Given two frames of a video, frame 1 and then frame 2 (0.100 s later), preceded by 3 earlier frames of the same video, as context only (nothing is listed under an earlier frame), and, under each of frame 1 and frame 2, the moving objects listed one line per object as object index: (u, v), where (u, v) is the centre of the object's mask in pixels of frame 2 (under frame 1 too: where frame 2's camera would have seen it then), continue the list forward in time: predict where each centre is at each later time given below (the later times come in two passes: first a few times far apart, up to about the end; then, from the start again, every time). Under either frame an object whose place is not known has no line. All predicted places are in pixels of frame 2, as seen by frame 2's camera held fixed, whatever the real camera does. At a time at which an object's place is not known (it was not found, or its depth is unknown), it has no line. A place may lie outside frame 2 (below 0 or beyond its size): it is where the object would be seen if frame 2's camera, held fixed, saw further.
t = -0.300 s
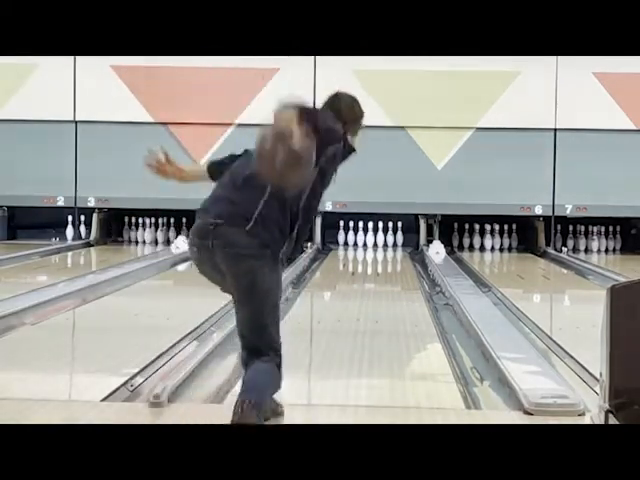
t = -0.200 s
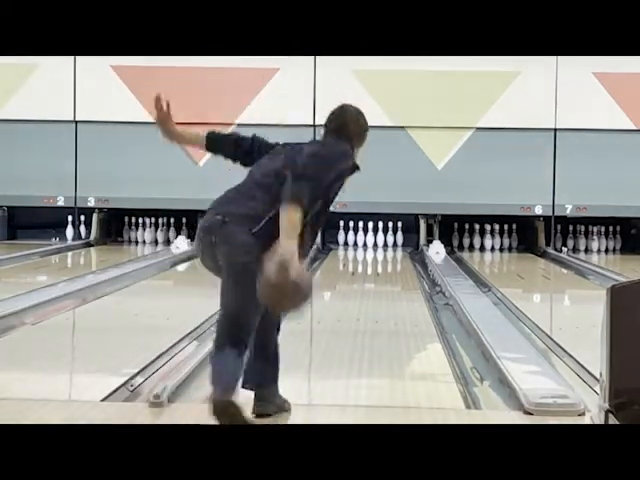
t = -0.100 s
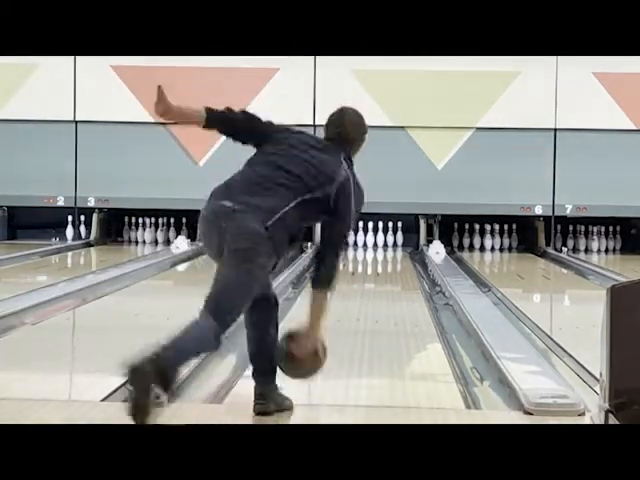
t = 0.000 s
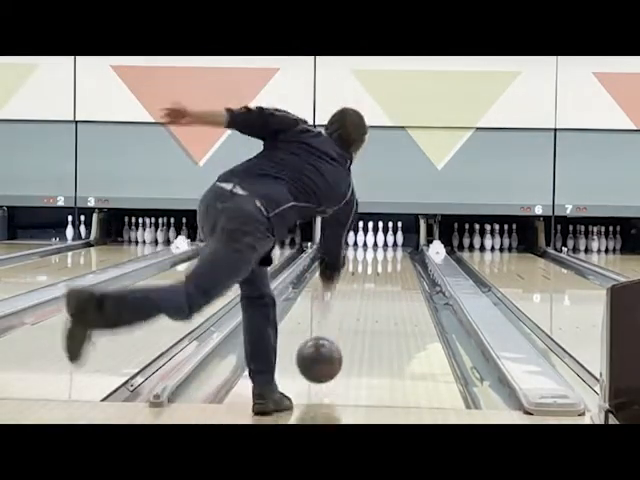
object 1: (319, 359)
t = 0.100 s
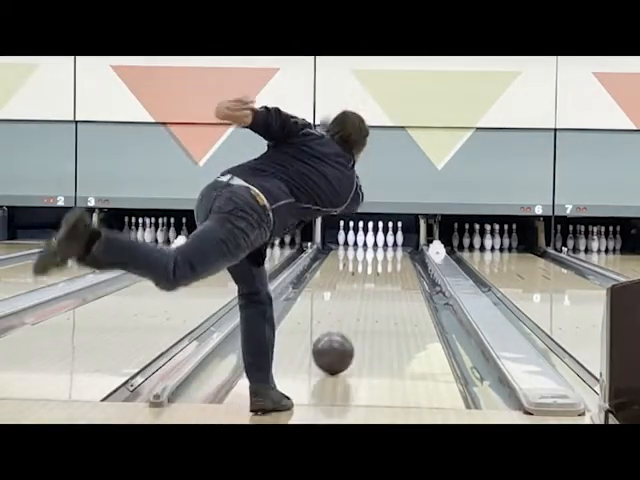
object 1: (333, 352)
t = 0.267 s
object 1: (351, 331)
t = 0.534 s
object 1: (370, 307)
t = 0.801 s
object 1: (384, 290)
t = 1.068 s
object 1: (392, 277)
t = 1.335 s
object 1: (397, 266)
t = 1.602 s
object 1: (398, 259)
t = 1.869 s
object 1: (397, 251)
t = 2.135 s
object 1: (390, 245)
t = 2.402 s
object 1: (380, 241)
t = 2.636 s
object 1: (380, 240)
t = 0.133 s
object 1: (337, 348)
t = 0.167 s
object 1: (341, 343)
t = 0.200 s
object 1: (344, 339)
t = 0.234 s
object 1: (347, 335)
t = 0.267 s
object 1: (351, 331)
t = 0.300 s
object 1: (354, 327)
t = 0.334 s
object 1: (356, 323)
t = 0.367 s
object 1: (359, 320)
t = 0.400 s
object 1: (361, 317)
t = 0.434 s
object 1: (364, 315)
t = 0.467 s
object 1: (366, 312)
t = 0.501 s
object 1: (368, 309)
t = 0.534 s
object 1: (370, 307)
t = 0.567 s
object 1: (372, 304)
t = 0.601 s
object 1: (374, 302)
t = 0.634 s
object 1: (376, 300)
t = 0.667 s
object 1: (377, 298)
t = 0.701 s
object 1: (379, 295)
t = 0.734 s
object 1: (381, 293)
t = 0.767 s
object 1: (382, 292)
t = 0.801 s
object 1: (384, 290)
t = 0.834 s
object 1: (385, 288)
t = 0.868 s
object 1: (386, 287)
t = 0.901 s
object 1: (387, 284)
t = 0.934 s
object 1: (388, 282)
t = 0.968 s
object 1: (389, 280)
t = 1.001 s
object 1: (390, 279)
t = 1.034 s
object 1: (391, 278)
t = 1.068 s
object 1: (392, 277)
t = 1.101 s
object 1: (392, 275)
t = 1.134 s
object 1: (394, 274)
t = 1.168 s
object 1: (394, 272)
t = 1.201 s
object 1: (394, 271)
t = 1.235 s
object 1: (395, 269)
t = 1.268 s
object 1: (396, 268)
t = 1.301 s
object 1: (396, 268)
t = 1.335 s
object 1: (397, 266)
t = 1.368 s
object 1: (397, 265)
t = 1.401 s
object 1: (398, 264)
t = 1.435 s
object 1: (398, 263)
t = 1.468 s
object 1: (398, 262)
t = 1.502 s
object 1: (398, 262)
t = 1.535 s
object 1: (398, 261)
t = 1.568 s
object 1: (398, 259)
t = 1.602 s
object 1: (398, 259)
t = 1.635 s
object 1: (398, 258)
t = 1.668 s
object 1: (398, 257)
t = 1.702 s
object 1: (398, 256)
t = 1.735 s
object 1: (398, 255)
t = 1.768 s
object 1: (398, 254)
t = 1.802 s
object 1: (397, 253)
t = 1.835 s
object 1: (397, 252)
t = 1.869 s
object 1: (397, 251)
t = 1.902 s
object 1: (396, 250)
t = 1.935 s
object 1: (396, 250)
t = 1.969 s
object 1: (395, 249)
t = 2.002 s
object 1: (394, 248)
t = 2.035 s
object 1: (393, 248)
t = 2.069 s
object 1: (393, 247)
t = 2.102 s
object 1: (392, 246)
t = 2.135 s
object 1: (390, 245)
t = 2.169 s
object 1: (390, 245)
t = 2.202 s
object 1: (389, 244)
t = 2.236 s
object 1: (387, 244)
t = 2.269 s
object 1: (385, 244)
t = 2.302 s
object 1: (385, 243)
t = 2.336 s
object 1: (383, 243)
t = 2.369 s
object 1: (381, 242)
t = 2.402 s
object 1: (380, 241)
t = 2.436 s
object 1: (379, 241)
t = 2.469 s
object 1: (378, 241)
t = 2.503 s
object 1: (378, 240)
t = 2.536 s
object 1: (378, 240)
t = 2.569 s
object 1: (379, 239)
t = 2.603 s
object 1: (379, 239)
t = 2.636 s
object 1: (380, 240)
